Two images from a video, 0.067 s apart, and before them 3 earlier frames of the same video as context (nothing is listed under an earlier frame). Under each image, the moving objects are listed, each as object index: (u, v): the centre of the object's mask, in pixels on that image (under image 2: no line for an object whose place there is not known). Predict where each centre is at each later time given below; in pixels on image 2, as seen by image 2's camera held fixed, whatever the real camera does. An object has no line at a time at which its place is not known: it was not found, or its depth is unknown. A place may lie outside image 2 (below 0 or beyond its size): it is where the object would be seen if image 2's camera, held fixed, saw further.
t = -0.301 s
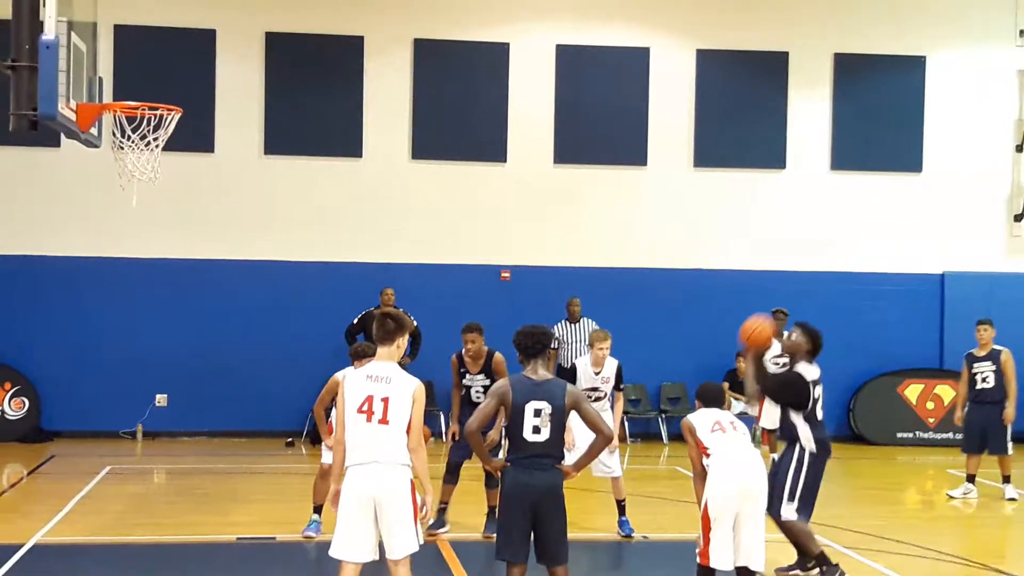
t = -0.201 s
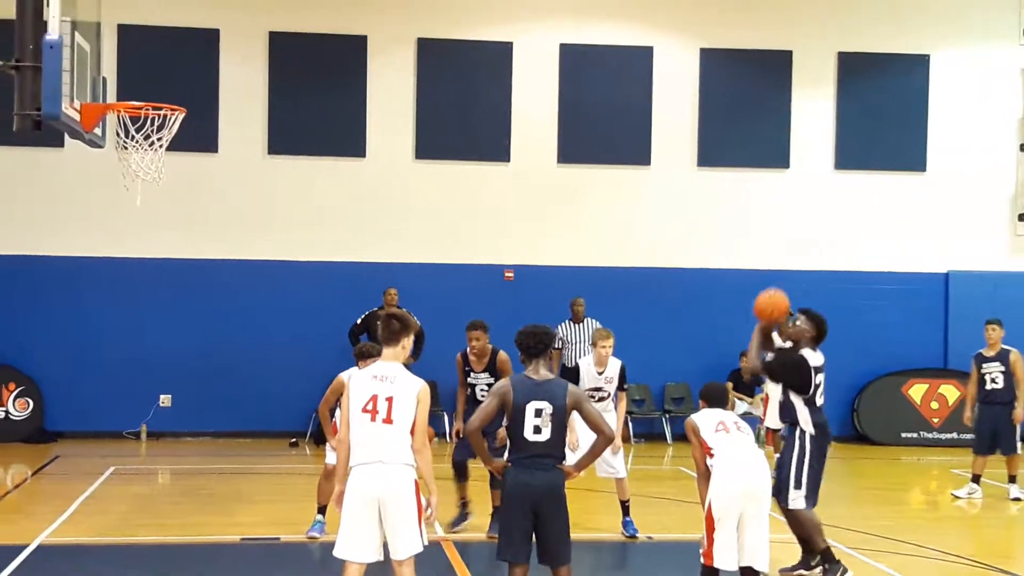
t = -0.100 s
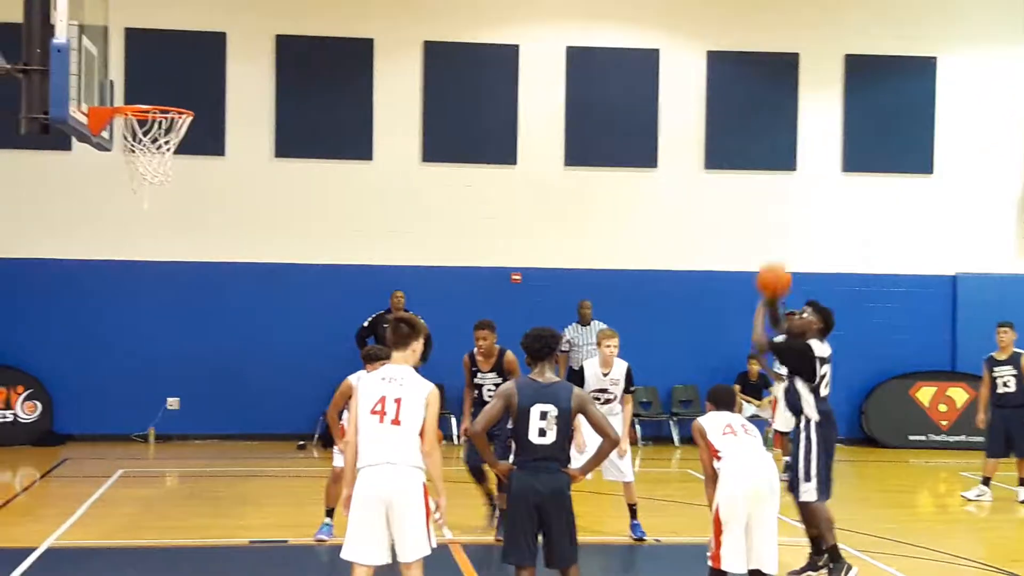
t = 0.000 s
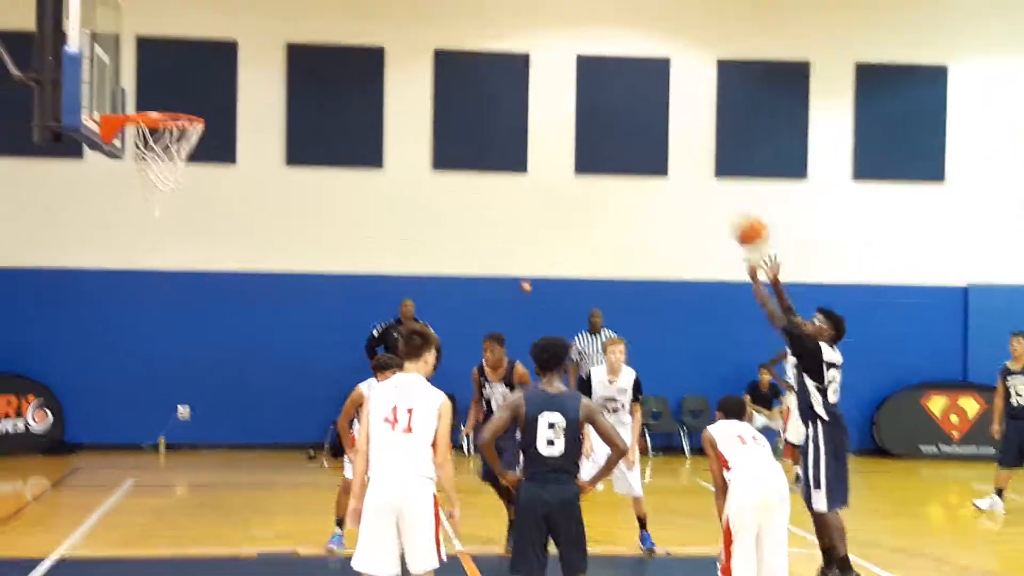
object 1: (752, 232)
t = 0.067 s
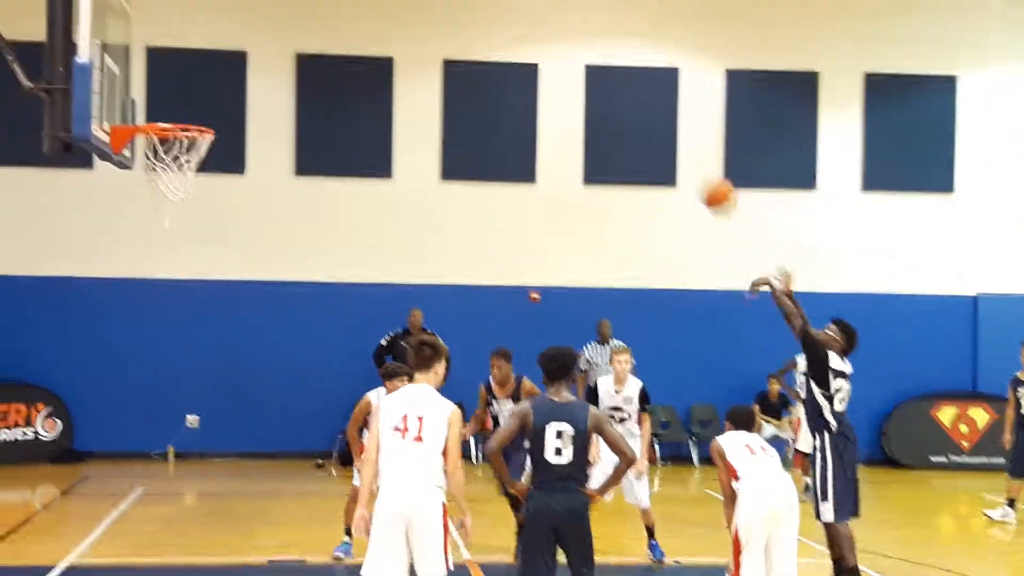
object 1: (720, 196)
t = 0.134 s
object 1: (673, 151)
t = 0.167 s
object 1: (655, 136)
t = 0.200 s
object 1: (633, 118)
